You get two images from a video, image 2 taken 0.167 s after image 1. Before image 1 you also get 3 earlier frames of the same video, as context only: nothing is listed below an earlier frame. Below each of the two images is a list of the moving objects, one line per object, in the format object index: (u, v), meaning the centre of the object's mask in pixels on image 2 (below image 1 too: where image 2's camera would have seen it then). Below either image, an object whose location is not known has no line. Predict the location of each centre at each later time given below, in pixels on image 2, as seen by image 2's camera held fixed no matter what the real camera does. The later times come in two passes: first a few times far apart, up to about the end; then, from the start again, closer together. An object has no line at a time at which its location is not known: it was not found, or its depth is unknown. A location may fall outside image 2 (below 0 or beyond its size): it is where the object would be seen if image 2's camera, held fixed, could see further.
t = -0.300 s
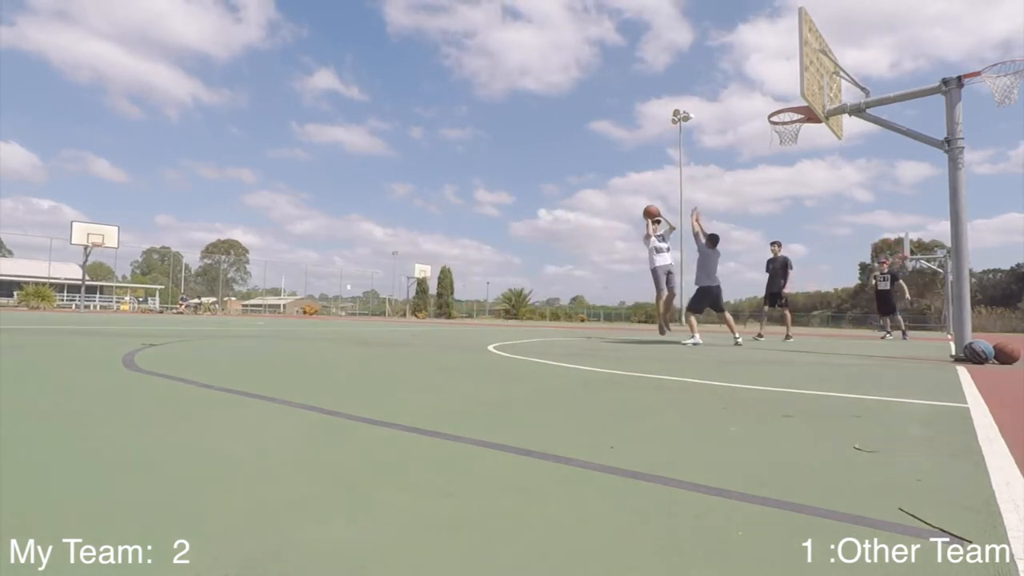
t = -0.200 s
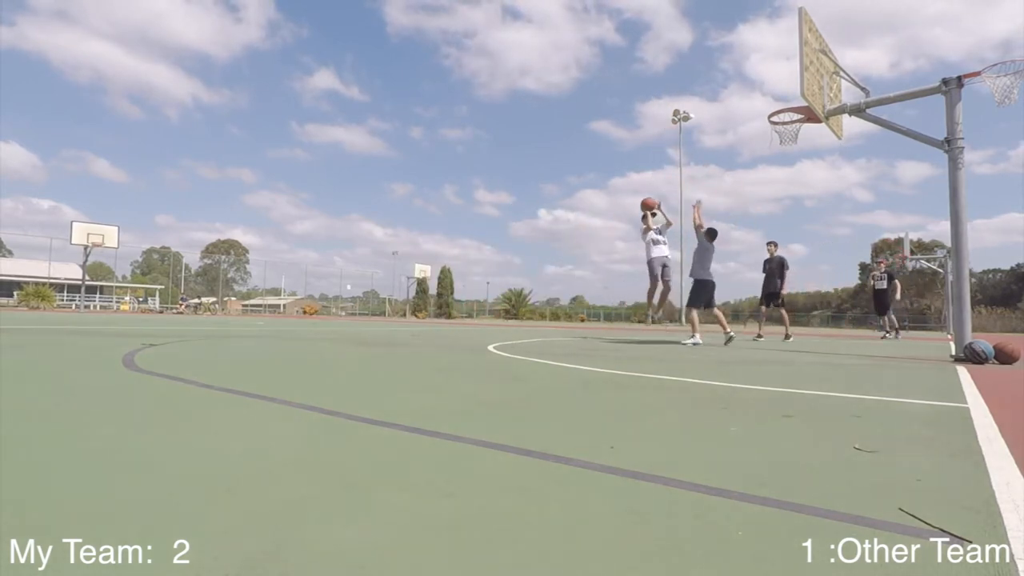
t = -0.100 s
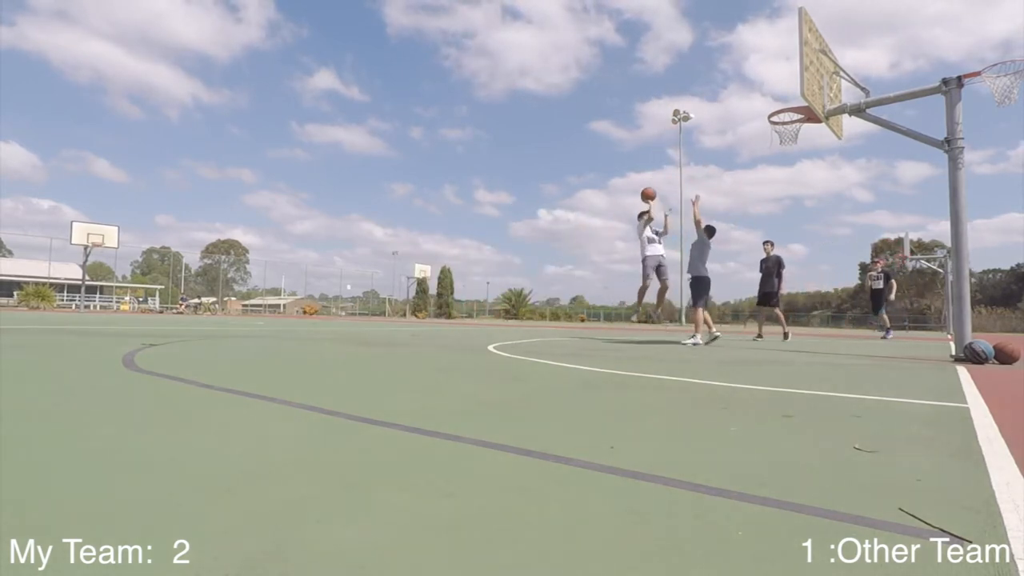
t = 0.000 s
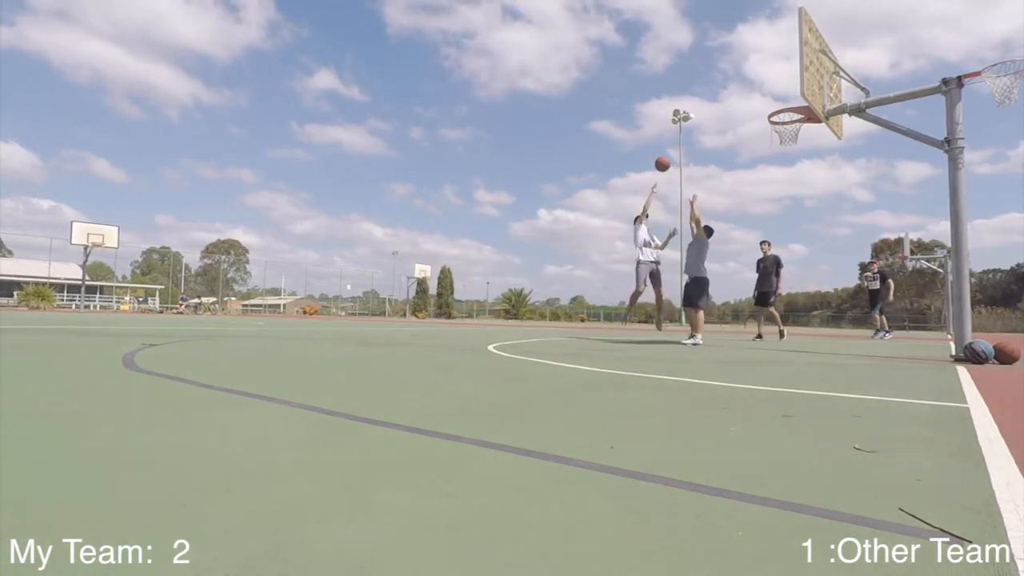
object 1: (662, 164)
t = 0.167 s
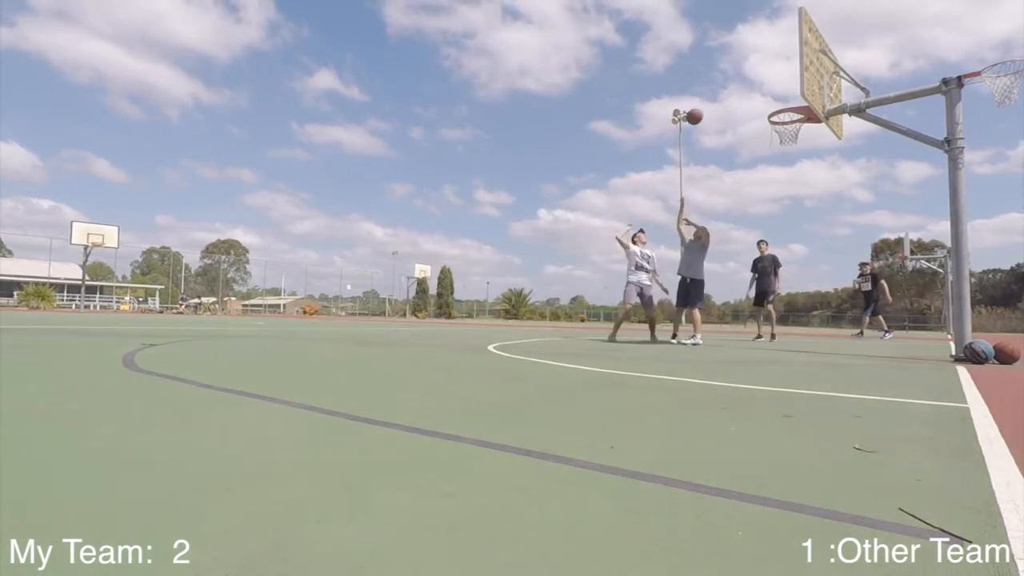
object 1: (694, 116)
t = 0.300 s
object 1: (721, 90)
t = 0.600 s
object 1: (788, 68)
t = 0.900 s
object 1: (786, 122)
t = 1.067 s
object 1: (757, 180)
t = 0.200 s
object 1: (701, 109)
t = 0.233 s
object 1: (707, 102)
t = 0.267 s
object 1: (714, 96)
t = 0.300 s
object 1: (721, 90)
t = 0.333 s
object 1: (728, 85)
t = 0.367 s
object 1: (735, 80)
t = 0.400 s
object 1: (742, 77)
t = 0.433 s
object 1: (750, 73)
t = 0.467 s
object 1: (757, 71)
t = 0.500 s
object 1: (765, 69)
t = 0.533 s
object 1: (773, 68)
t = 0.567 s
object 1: (780, 68)
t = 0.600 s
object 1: (788, 68)
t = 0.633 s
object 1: (793, 70)
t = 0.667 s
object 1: (797, 73)
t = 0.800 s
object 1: (799, 97)
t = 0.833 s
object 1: (796, 101)
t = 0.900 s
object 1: (786, 122)
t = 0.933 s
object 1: (780, 132)
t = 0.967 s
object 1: (774, 143)
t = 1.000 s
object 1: (768, 155)
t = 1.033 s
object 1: (763, 167)
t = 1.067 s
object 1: (757, 180)
